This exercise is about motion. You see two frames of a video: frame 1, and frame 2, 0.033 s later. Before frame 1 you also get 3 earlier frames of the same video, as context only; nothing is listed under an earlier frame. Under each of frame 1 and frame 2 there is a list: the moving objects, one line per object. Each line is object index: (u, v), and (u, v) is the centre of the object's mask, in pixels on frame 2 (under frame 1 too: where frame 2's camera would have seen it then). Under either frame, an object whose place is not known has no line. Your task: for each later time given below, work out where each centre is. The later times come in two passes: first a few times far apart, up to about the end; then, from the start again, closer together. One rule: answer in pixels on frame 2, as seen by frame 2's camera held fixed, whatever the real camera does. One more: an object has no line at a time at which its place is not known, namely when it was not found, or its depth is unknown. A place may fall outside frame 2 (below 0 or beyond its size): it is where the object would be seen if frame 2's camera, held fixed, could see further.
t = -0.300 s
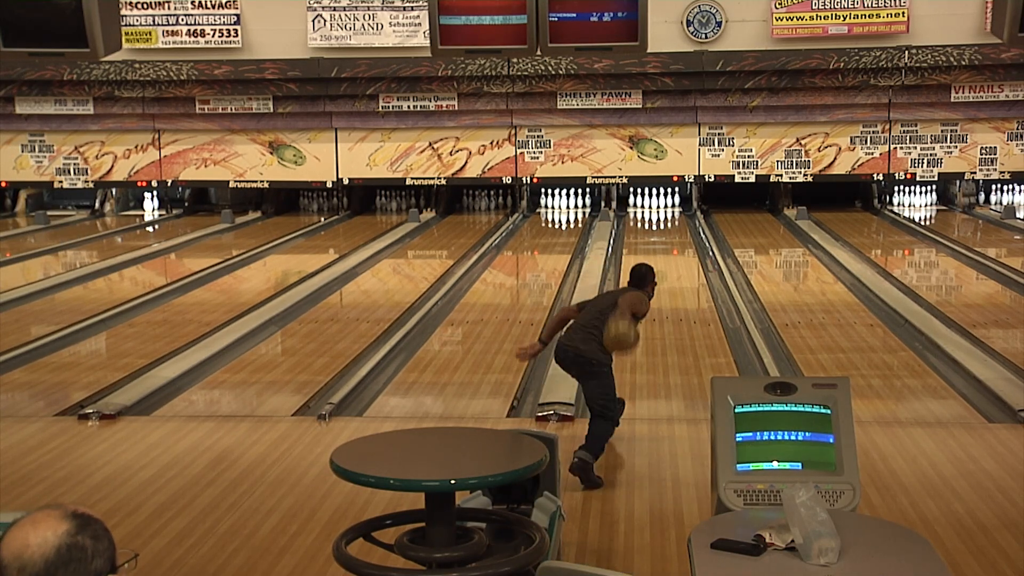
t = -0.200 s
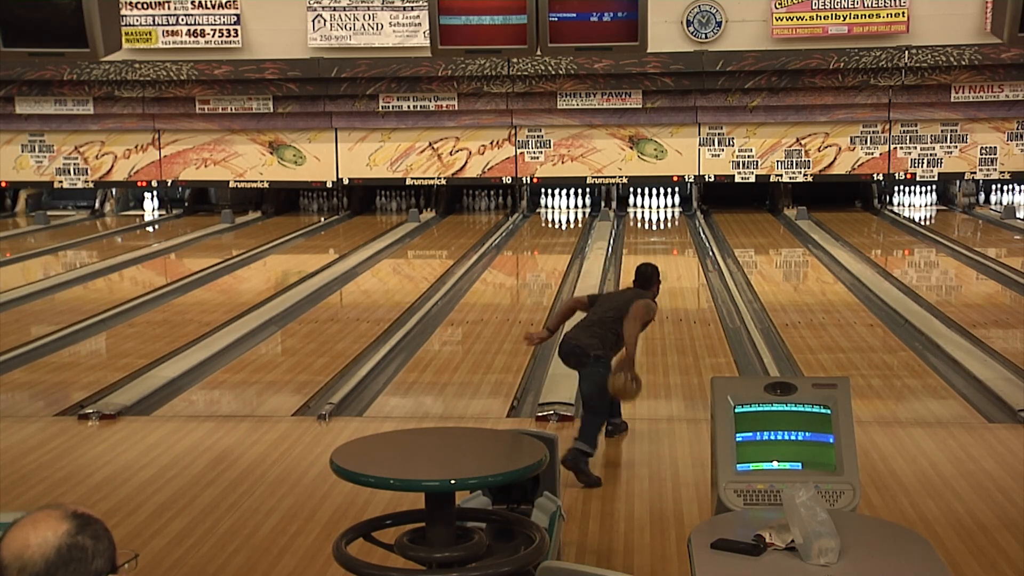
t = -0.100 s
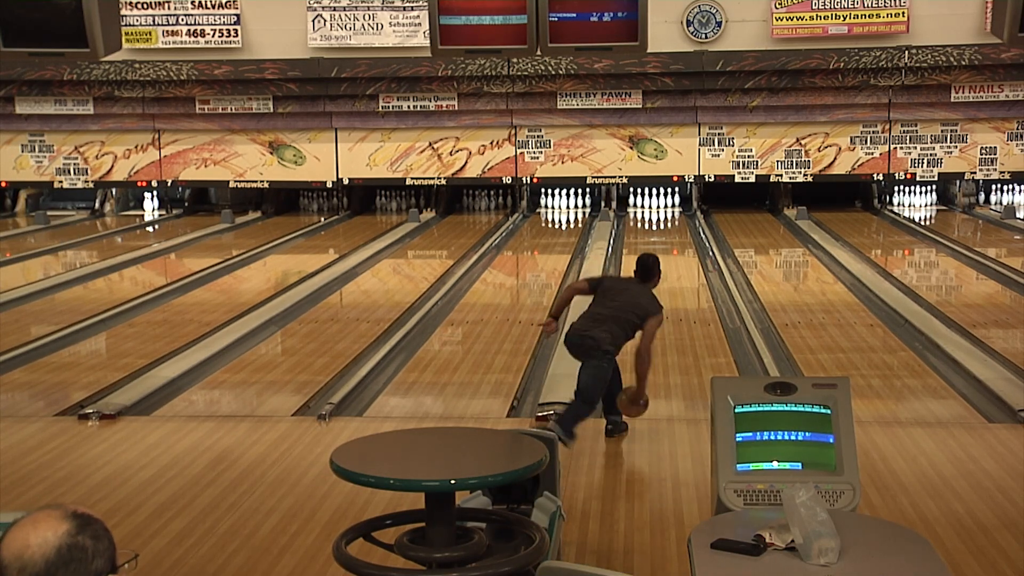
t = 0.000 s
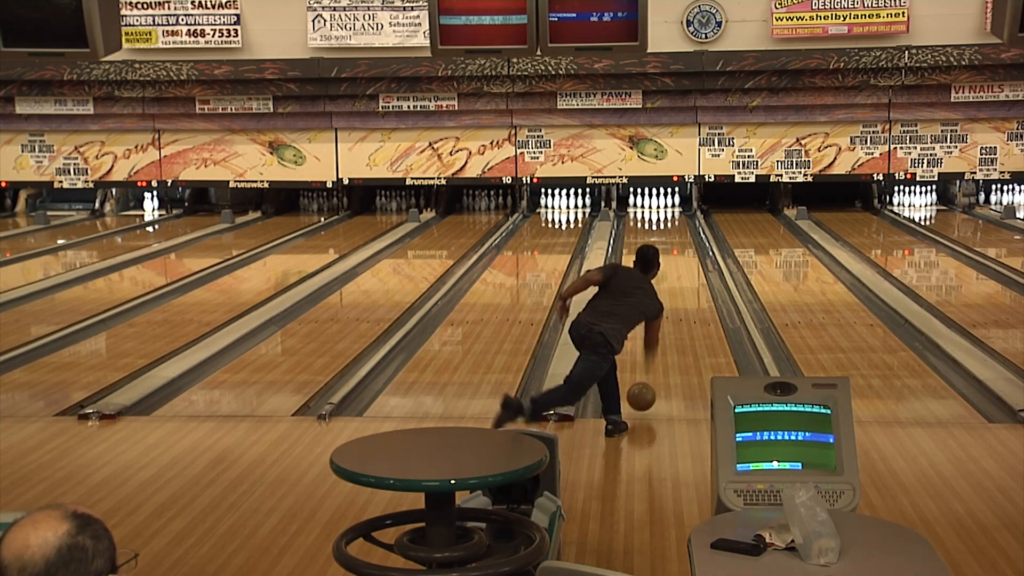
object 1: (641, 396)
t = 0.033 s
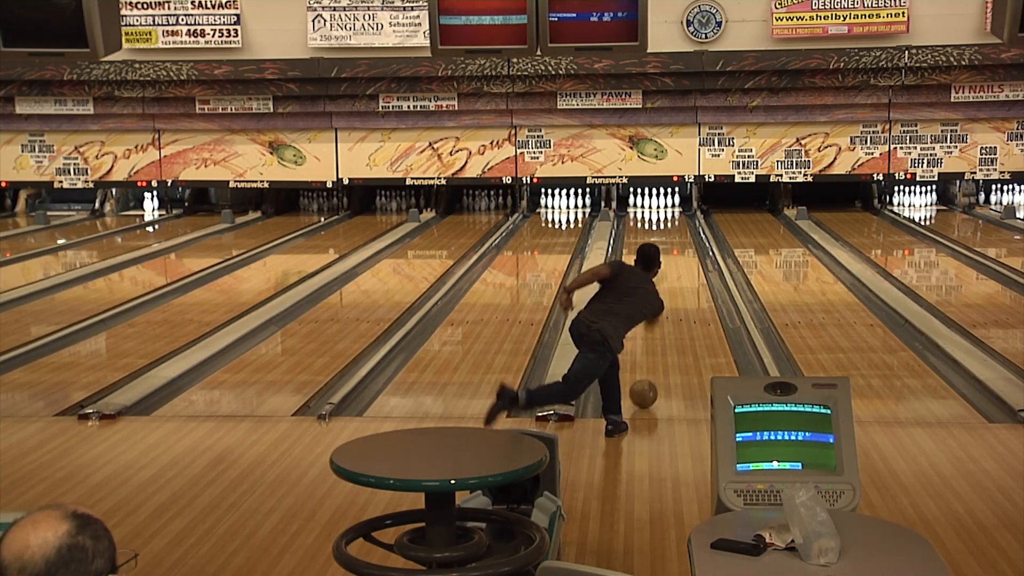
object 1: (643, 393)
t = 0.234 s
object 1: (655, 356)
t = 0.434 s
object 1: (663, 326)
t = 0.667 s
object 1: (671, 299)
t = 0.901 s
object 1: (676, 275)
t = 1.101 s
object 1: (679, 260)
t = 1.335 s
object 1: (681, 246)
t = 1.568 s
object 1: (681, 233)
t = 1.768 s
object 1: (679, 224)
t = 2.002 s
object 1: (674, 216)
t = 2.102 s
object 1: (671, 213)
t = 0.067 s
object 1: (646, 386)
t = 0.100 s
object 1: (648, 380)
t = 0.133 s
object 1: (649, 373)
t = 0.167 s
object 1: (651, 367)
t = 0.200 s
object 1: (653, 362)
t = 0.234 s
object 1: (655, 356)
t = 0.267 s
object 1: (656, 351)
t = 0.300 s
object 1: (658, 345)
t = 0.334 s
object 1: (659, 340)
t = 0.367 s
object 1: (661, 335)
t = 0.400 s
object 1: (662, 331)
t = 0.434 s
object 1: (663, 326)
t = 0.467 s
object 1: (664, 321)
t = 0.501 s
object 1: (665, 317)
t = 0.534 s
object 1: (666, 313)
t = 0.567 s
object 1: (667, 309)
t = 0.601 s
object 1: (669, 305)
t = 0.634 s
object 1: (670, 301)
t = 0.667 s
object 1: (671, 299)
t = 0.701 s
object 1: (671, 298)
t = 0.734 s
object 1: (672, 298)
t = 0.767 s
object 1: (671, 297)
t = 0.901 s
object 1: (676, 275)
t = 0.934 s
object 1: (676, 273)
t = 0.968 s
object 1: (677, 270)
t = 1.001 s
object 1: (677, 267)
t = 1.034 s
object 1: (678, 265)
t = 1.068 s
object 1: (678, 263)
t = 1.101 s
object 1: (679, 260)
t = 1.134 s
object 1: (679, 258)
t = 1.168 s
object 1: (680, 256)
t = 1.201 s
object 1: (680, 254)
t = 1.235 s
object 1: (681, 252)
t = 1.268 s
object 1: (680, 250)
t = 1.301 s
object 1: (681, 247)
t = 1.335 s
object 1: (681, 246)
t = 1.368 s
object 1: (681, 245)
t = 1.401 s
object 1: (681, 242)
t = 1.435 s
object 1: (681, 240)
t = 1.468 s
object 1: (682, 238)
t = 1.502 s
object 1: (681, 237)
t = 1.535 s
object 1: (681, 235)
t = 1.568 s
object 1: (681, 233)
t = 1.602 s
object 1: (681, 232)
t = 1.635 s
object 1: (681, 230)
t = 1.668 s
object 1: (681, 229)
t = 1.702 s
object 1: (680, 227)
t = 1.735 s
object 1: (680, 226)
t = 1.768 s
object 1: (679, 224)
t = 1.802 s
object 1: (678, 223)
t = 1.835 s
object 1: (678, 222)
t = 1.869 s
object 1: (678, 220)
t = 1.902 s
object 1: (677, 220)
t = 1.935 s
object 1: (676, 218)
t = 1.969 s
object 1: (675, 217)
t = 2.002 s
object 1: (674, 216)
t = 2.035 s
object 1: (673, 215)
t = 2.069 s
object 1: (671, 213)
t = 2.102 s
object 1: (671, 213)
